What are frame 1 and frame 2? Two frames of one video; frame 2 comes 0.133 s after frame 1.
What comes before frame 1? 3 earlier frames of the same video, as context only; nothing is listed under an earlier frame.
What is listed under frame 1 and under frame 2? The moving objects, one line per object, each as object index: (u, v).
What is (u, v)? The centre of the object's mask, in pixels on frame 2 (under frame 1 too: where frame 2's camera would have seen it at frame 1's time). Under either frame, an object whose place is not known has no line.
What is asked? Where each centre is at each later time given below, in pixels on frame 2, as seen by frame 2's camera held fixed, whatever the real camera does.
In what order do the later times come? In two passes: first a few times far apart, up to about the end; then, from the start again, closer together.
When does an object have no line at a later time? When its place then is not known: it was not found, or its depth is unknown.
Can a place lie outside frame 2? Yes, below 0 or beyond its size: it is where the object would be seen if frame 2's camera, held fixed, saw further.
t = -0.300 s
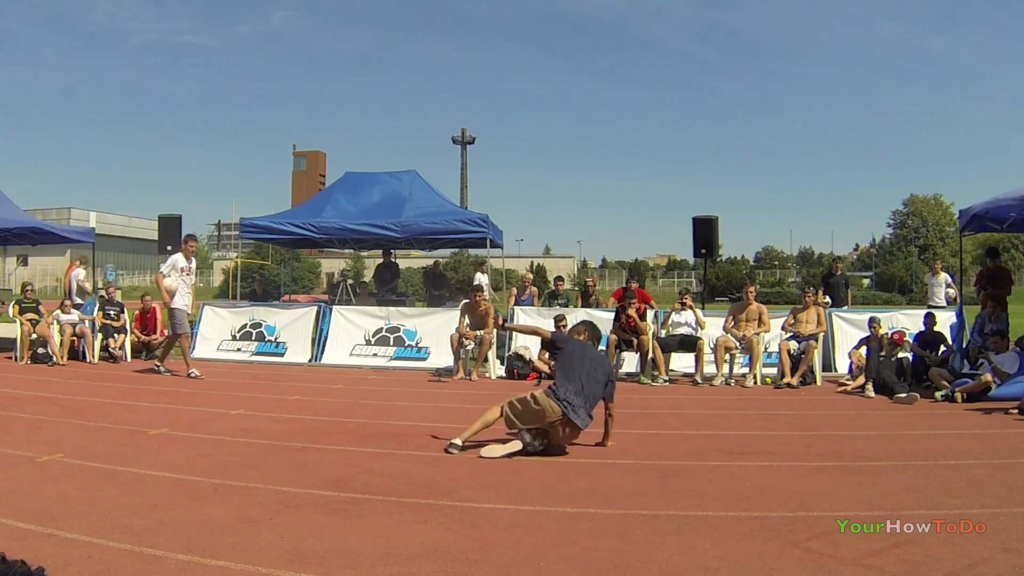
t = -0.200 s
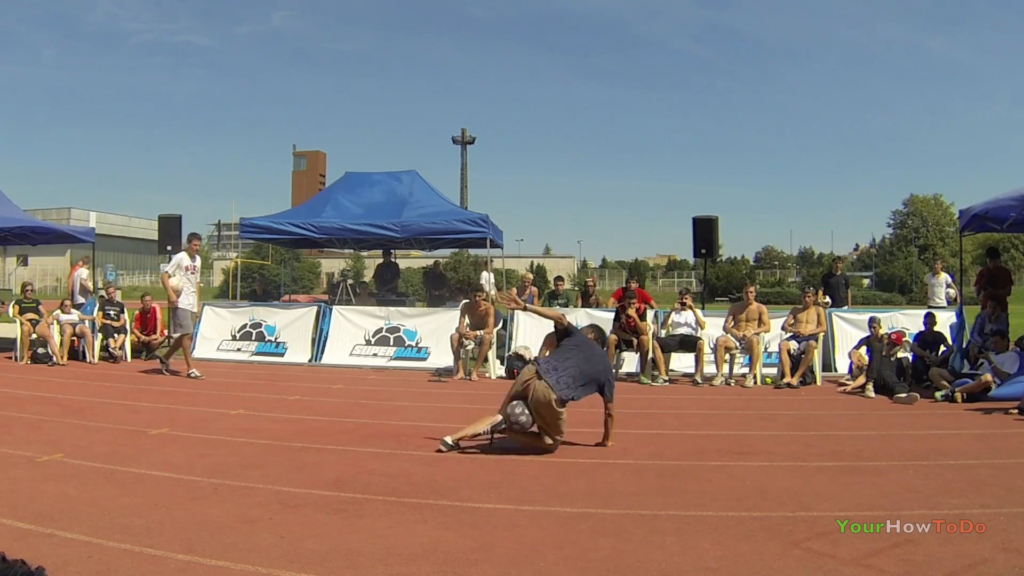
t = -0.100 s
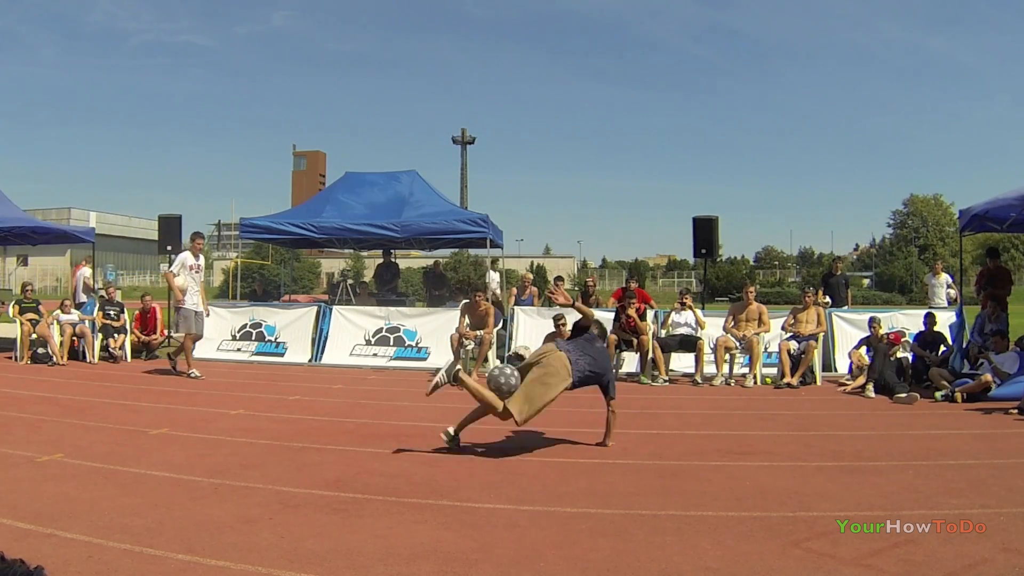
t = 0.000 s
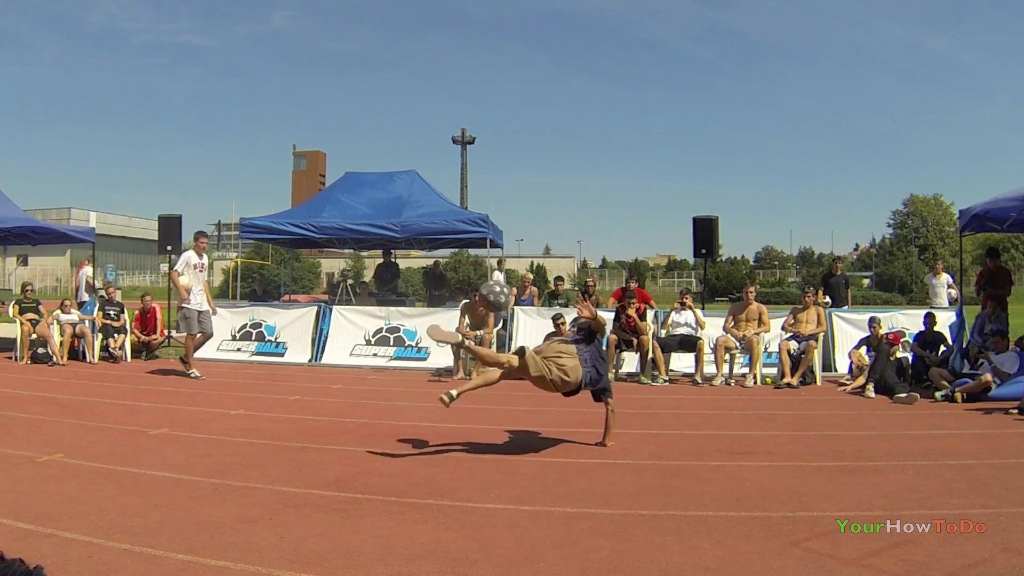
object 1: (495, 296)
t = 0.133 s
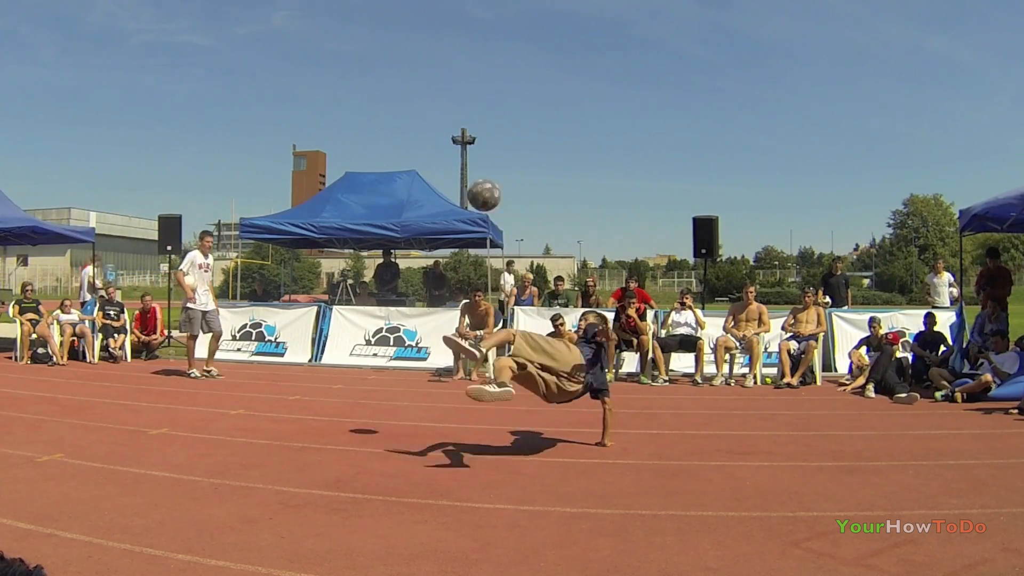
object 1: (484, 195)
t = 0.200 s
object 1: (479, 155)
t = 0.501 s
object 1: (451, 64)
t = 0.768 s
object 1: (423, 106)
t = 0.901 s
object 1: (410, 169)
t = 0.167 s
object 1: (482, 175)
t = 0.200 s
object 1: (479, 155)
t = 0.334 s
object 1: (466, 98)
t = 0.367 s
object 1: (463, 87)
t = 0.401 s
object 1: (460, 79)
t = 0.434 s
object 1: (457, 72)
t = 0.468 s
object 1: (454, 67)
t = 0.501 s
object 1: (451, 64)
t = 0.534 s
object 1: (448, 62)
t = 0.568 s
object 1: (445, 62)
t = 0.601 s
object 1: (442, 63)
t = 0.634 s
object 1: (436, 71)
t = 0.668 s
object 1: (433, 77)
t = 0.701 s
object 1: (430, 85)
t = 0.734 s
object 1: (426, 95)
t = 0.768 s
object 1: (423, 106)
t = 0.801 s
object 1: (420, 119)
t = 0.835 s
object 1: (417, 134)
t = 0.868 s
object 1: (413, 150)
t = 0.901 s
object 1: (410, 169)
